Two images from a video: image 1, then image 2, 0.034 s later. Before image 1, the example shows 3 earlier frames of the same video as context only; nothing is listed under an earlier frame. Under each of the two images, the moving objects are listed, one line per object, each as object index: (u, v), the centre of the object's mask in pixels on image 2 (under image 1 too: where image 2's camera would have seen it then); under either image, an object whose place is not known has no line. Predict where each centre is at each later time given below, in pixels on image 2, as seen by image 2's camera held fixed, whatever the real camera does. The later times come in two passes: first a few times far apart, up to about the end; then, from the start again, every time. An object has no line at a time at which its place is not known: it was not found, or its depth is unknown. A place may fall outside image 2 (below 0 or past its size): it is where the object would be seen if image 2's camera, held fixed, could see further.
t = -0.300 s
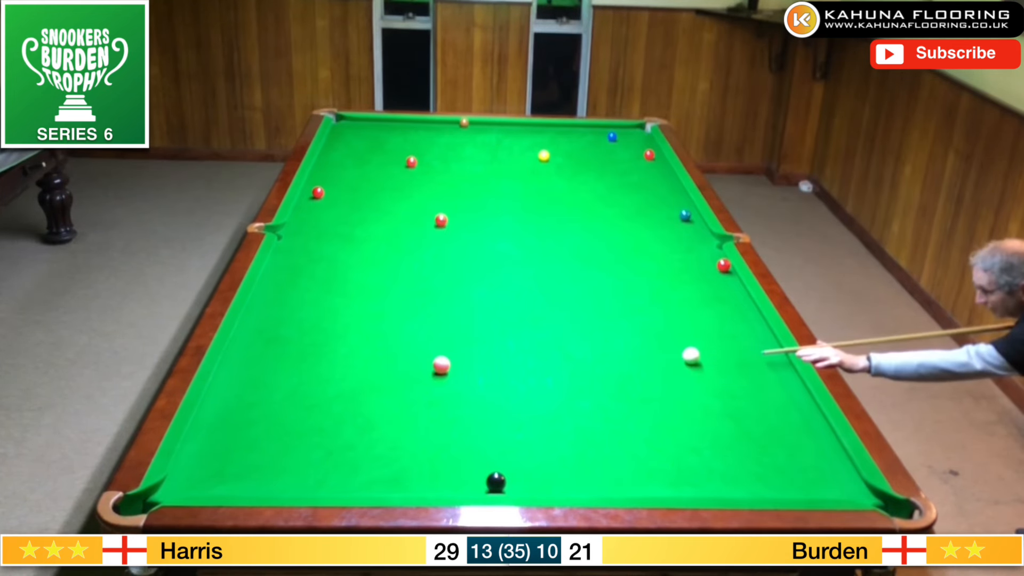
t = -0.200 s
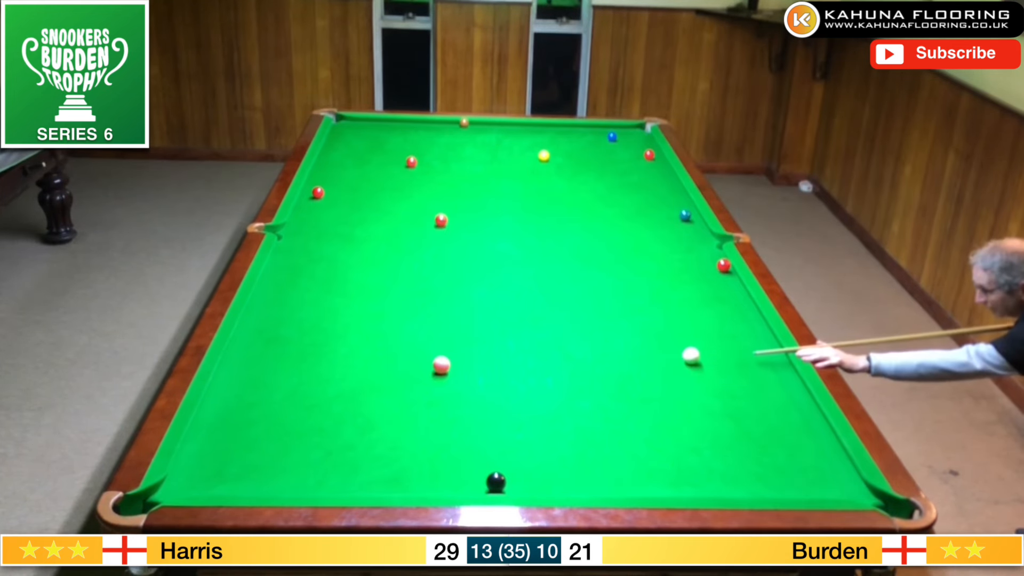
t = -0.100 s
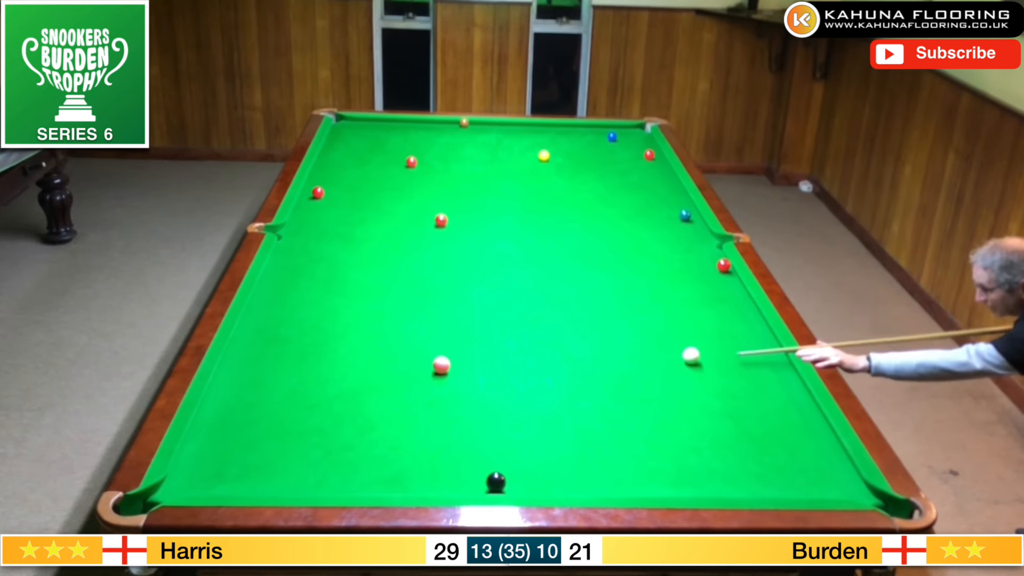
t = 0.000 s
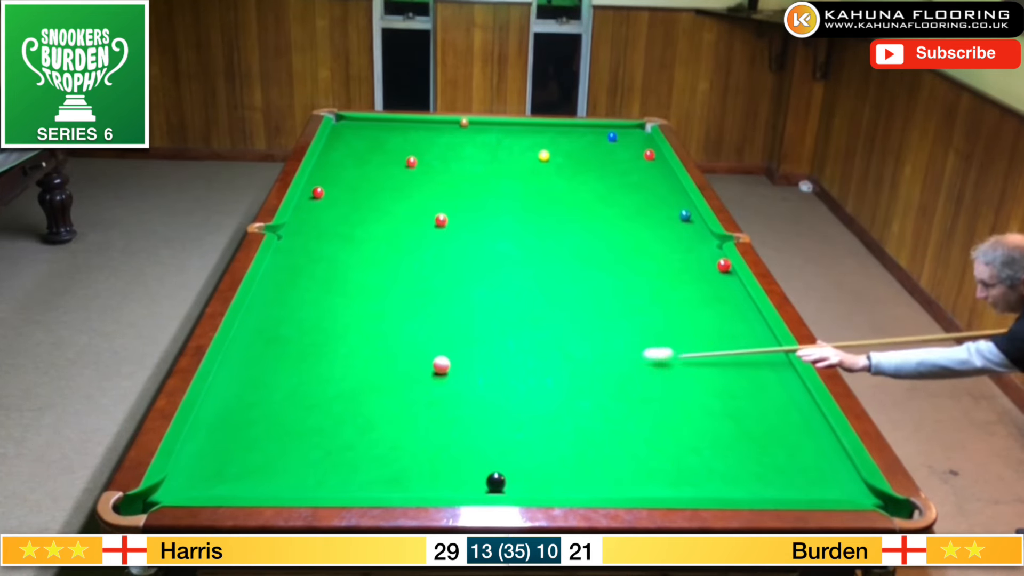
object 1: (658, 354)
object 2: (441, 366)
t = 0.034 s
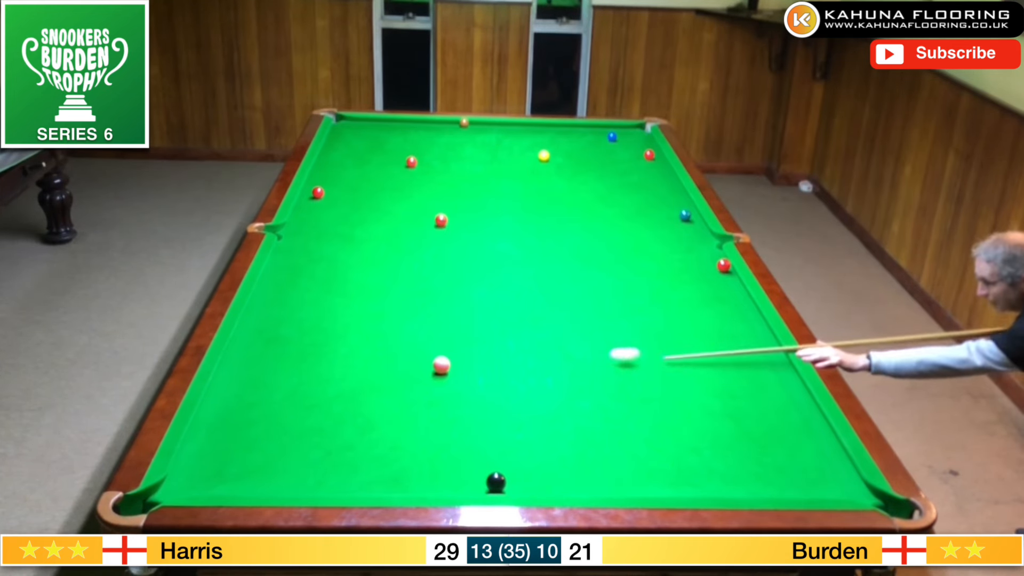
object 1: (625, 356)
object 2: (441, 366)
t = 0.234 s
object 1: (446, 354)
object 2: (437, 368)
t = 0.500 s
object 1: (320, 319)
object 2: (360, 413)
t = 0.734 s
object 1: (288, 296)
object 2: (291, 454)
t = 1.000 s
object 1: (367, 276)
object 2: (215, 483)
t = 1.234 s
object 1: (425, 261)
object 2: (190, 454)
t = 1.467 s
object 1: (477, 247)
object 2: (228, 429)
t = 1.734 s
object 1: (531, 232)
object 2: (265, 405)
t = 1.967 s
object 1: (573, 221)
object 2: (292, 386)
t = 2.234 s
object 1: (616, 209)
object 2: (319, 368)
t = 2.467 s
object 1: (650, 199)
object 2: (339, 354)
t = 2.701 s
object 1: (680, 190)
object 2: (357, 341)
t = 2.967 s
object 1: (652, 184)
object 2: (375, 329)
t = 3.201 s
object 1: (632, 178)
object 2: (388, 320)
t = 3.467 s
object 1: (611, 172)
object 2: (401, 311)
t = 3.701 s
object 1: (595, 168)
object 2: (412, 304)
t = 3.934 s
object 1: (580, 163)
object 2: (420, 298)
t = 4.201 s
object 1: (564, 159)
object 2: (429, 293)
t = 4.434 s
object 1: (553, 156)
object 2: (436, 289)
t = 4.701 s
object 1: (552, 154)
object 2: (442, 285)
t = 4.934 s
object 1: (550, 153)
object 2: (447, 282)
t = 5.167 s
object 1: (549, 152)
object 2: (451, 281)
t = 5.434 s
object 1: (548, 151)
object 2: (454, 279)
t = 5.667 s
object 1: (548, 151)
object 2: (455, 279)
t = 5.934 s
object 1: (548, 151)
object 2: (455, 279)
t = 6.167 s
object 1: (548, 151)
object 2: (455, 279)
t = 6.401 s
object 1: (548, 151)
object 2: (455, 279)
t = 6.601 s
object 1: (548, 151)
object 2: (455, 279)
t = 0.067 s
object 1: (593, 356)
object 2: (441, 366)
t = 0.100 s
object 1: (561, 356)
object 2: (441, 366)
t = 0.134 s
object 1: (530, 356)
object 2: (441, 366)
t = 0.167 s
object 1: (500, 357)
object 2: (441, 366)
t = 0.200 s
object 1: (470, 357)
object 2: (441, 366)
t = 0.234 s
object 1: (446, 354)
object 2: (437, 368)
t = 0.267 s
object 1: (428, 350)
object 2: (427, 374)
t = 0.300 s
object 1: (411, 345)
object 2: (416, 380)
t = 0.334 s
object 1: (395, 340)
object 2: (406, 386)
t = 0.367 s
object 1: (379, 336)
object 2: (397, 392)
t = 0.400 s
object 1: (364, 331)
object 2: (388, 397)
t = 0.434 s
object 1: (349, 328)
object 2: (379, 402)
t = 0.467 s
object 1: (334, 324)
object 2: (370, 407)
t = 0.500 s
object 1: (320, 319)
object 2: (360, 413)
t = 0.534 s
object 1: (305, 316)
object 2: (351, 418)
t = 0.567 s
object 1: (291, 312)
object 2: (341, 424)
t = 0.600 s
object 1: (278, 309)
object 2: (331, 430)
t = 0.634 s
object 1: (264, 305)
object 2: (322, 435)
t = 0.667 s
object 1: (261, 302)
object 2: (312, 441)
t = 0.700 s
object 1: (275, 299)
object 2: (302, 447)
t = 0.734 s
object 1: (288, 296)
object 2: (291, 454)
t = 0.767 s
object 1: (300, 294)
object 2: (280, 460)
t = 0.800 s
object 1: (311, 291)
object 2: (270, 465)
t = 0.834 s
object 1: (321, 289)
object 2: (259, 472)
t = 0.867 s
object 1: (330, 286)
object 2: (249, 478)
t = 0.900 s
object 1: (340, 284)
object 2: (238, 483)
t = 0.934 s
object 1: (349, 281)
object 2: (227, 487)
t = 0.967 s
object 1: (358, 279)
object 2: (220, 486)
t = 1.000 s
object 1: (367, 276)
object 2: (215, 483)
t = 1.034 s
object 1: (376, 274)
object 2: (211, 480)
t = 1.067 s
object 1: (384, 272)
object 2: (206, 475)
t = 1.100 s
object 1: (393, 270)
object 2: (202, 471)
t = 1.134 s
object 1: (401, 267)
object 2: (198, 466)
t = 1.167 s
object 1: (409, 265)
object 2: (194, 462)
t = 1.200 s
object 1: (417, 263)
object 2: (190, 458)
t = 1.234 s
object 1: (425, 261)
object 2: (190, 454)
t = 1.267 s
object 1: (433, 259)
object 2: (197, 450)
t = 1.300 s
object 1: (441, 257)
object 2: (202, 446)
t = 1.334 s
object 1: (449, 255)
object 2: (208, 443)
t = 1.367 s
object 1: (456, 253)
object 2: (213, 439)
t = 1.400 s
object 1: (463, 251)
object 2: (218, 436)
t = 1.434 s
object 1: (470, 249)
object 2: (223, 433)
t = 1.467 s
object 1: (477, 247)
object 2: (228, 429)
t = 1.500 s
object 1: (484, 245)
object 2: (233, 426)
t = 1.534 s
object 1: (491, 243)
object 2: (238, 423)
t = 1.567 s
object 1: (498, 241)
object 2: (242, 420)
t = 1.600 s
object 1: (505, 239)
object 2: (247, 416)
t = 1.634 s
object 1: (511, 238)
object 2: (252, 413)
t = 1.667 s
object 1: (518, 236)
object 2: (256, 410)
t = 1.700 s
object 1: (524, 234)
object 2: (260, 407)
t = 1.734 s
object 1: (531, 232)
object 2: (265, 405)
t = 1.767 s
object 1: (537, 231)
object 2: (269, 402)
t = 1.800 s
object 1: (543, 229)
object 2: (273, 399)
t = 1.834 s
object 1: (549, 228)
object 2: (277, 396)
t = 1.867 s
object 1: (555, 226)
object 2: (281, 394)
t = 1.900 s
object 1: (561, 224)
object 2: (285, 391)
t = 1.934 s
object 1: (567, 222)
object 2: (289, 389)
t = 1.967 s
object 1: (573, 221)
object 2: (292, 386)
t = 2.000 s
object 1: (578, 220)
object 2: (296, 384)
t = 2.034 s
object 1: (584, 218)
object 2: (299, 381)
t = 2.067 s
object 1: (589, 216)
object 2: (303, 379)
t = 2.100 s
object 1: (595, 215)
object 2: (306, 377)
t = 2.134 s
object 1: (600, 213)
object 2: (310, 374)
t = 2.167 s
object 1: (605, 212)
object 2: (313, 372)
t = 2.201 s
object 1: (611, 210)
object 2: (316, 370)
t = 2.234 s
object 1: (616, 209)
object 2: (319, 368)
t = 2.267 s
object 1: (621, 208)
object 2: (322, 366)
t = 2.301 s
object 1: (626, 206)
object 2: (325, 364)
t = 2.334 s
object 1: (631, 205)
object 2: (328, 362)
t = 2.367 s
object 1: (636, 203)
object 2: (331, 360)
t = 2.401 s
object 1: (641, 202)
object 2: (334, 358)
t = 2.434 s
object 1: (645, 201)
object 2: (337, 356)
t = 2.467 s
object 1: (650, 199)
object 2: (339, 354)
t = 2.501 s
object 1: (655, 198)
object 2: (342, 352)
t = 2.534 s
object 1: (659, 197)
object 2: (345, 350)
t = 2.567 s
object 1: (664, 195)
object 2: (347, 348)
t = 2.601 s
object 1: (668, 194)
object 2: (350, 346)
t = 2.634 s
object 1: (673, 193)
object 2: (352, 345)
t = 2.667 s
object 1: (677, 191)
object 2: (355, 343)
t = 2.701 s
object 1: (680, 190)
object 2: (357, 341)
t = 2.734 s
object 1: (676, 189)
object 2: (360, 340)
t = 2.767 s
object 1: (672, 188)
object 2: (362, 338)
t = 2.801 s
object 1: (668, 188)
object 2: (364, 337)
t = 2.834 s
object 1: (665, 187)
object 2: (366, 335)
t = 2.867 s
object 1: (662, 186)
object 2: (368, 334)
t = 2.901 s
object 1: (659, 185)
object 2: (371, 332)
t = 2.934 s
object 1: (655, 184)
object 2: (373, 331)
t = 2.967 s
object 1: (652, 184)
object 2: (375, 329)
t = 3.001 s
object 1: (649, 183)
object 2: (377, 328)
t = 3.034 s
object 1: (646, 182)
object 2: (379, 327)
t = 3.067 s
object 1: (643, 181)
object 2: (381, 325)
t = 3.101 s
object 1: (641, 180)
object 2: (382, 324)
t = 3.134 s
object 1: (638, 179)
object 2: (384, 322)
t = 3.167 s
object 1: (635, 179)
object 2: (386, 321)
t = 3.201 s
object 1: (632, 178)
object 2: (388, 320)
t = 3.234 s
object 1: (629, 177)
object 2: (390, 319)
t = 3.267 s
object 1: (627, 177)
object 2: (391, 318)
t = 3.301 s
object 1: (624, 176)
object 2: (393, 316)
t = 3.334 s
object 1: (621, 175)
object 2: (395, 315)
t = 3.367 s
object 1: (619, 174)
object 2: (397, 314)
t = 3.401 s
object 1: (616, 174)
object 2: (398, 313)
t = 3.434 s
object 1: (614, 173)
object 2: (400, 312)
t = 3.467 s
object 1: (611, 172)
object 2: (401, 311)
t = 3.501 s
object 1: (608, 172)
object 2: (403, 310)
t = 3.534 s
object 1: (606, 171)
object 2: (404, 309)
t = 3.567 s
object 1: (604, 170)
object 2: (406, 308)
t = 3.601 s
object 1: (601, 169)
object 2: (407, 307)
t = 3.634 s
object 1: (599, 169)
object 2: (409, 306)
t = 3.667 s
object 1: (597, 168)
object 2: (410, 305)
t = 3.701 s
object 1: (595, 168)
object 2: (412, 304)
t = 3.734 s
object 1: (592, 167)
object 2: (413, 303)
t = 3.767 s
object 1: (590, 166)
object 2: (414, 302)
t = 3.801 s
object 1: (588, 166)
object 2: (416, 301)
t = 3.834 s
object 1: (586, 165)
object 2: (417, 301)
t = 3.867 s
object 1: (584, 165)
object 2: (418, 300)
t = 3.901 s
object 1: (582, 164)
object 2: (419, 299)
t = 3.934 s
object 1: (580, 163)
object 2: (420, 298)
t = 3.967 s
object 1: (578, 163)
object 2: (422, 298)
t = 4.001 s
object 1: (576, 162)
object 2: (423, 297)
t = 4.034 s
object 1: (574, 162)
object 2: (424, 296)
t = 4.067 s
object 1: (572, 161)
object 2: (425, 295)
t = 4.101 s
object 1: (570, 161)
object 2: (426, 295)
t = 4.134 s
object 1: (568, 160)
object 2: (427, 294)
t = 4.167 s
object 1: (566, 160)
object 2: (428, 293)
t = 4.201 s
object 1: (564, 159)
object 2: (429, 293)
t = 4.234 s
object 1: (562, 159)
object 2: (430, 292)
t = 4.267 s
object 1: (561, 158)
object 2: (431, 291)
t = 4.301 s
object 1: (559, 158)
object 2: (432, 291)
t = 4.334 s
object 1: (557, 157)
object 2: (433, 290)
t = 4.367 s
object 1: (555, 157)
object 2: (434, 289)
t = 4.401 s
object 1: (554, 156)
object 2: (435, 289)
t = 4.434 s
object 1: (553, 156)
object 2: (436, 289)
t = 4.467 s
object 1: (553, 156)
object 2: (437, 288)
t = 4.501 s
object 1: (553, 155)
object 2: (438, 288)
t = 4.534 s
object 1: (553, 155)
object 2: (438, 287)
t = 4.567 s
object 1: (553, 155)
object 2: (439, 287)
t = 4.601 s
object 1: (552, 155)
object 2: (440, 286)
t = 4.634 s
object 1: (552, 155)
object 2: (441, 286)
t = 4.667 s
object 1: (552, 154)
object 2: (441, 285)
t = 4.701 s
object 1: (552, 154)
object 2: (442, 285)
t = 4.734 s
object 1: (552, 154)
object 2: (443, 284)
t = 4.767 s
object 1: (551, 153)
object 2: (444, 284)
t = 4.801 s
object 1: (551, 153)
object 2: (444, 284)
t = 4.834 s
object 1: (551, 153)
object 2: (445, 283)
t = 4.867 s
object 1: (551, 153)
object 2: (446, 283)
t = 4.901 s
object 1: (550, 153)
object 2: (446, 283)
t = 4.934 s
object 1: (550, 153)
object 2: (447, 282)
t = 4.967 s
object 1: (550, 152)
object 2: (447, 282)
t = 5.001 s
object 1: (549, 152)
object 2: (448, 282)
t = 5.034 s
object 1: (549, 152)
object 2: (448, 282)
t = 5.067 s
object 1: (549, 152)
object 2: (449, 281)
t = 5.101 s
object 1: (549, 152)
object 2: (450, 281)
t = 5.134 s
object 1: (549, 152)
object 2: (450, 281)
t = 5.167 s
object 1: (549, 152)
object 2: (451, 281)
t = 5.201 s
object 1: (549, 152)
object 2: (451, 280)
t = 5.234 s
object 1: (549, 152)
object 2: (451, 280)
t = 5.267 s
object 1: (548, 152)
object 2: (452, 280)
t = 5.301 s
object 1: (548, 151)
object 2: (452, 280)
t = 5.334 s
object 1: (548, 151)
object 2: (453, 280)
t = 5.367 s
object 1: (548, 151)
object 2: (453, 279)
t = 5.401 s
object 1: (548, 151)
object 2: (453, 279)
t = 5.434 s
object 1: (548, 151)
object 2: (454, 279)
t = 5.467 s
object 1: (548, 151)
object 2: (454, 279)
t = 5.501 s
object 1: (548, 151)
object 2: (454, 279)
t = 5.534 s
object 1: (548, 151)
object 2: (454, 279)
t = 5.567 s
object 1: (548, 151)
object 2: (455, 279)
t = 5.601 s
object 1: (548, 151)
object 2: (455, 279)
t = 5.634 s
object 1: (548, 151)
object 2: (455, 279)
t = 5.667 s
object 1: (548, 151)
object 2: (455, 279)
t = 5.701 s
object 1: (548, 151)
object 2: (455, 279)
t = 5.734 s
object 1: (548, 151)
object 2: (455, 279)
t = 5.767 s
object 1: (548, 151)
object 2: (455, 279)
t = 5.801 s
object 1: (548, 151)
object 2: (455, 279)
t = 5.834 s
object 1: (548, 151)
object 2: (455, 279)
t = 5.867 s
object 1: (548, 151)
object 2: (455, 279)
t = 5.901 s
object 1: (548, 151)
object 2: (455, 279)
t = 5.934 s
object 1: (548, 151)
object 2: (455, 279)
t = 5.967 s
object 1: (548, 151)
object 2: (455, 279)
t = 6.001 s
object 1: (548, 151)
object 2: (455, 279)
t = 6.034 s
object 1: (548, 151)
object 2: (455, 279)
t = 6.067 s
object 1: (548, 151)
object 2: (455, 279)
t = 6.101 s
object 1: (548, 151)
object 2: (455, 279)
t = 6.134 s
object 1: (548, 151)
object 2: (455, 279)
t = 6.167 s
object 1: (548, 151)
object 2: (455, 279)
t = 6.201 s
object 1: (548, 151)
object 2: (455, 279)
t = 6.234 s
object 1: (548, 151)
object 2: (455, 279)
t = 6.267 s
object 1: (548, 151)
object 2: (455, 279)
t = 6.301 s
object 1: (548, 151)
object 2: (455, 279)
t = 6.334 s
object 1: (548, 151)
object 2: (455, 279)
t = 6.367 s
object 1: (548, 151)
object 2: (455, 279)
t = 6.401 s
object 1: (548, 151)
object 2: (455, 279)
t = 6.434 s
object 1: (548, 151)
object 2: (455, 279)
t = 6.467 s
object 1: (548, 151)
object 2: (455, 279)
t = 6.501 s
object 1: (548, 151)
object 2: (455, 279)
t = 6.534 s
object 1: (548, 151)
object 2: (455, 279)
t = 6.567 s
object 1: (548, 151)
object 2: (455, 279)
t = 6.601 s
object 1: (548, 151)
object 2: (455, 279)
